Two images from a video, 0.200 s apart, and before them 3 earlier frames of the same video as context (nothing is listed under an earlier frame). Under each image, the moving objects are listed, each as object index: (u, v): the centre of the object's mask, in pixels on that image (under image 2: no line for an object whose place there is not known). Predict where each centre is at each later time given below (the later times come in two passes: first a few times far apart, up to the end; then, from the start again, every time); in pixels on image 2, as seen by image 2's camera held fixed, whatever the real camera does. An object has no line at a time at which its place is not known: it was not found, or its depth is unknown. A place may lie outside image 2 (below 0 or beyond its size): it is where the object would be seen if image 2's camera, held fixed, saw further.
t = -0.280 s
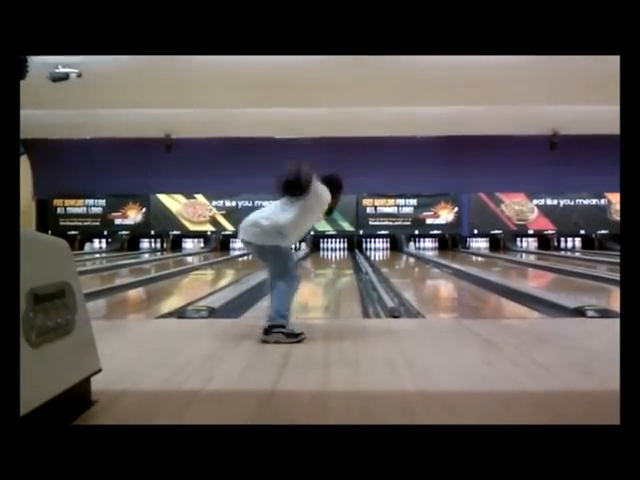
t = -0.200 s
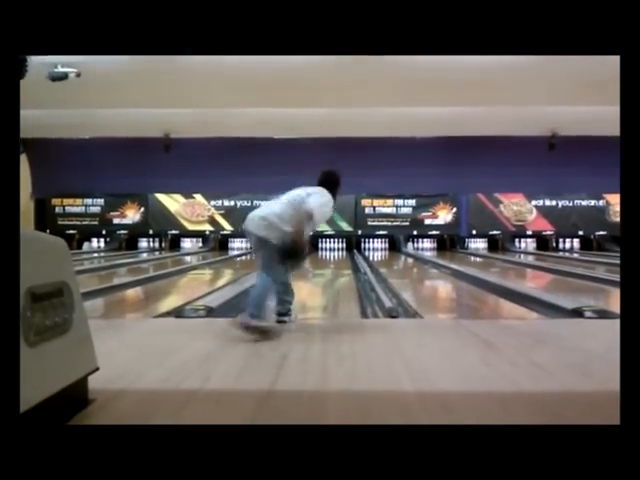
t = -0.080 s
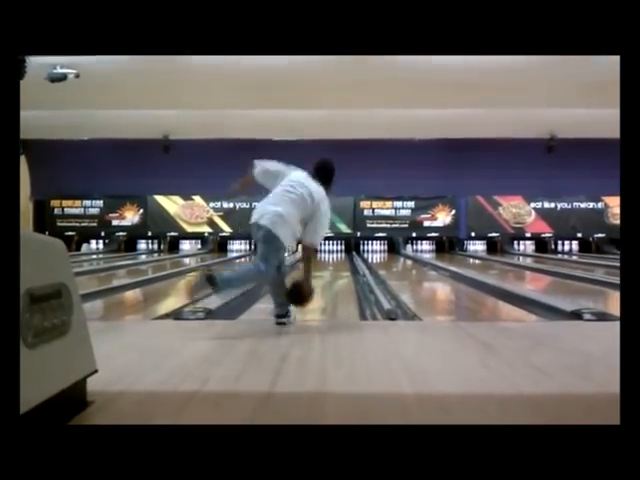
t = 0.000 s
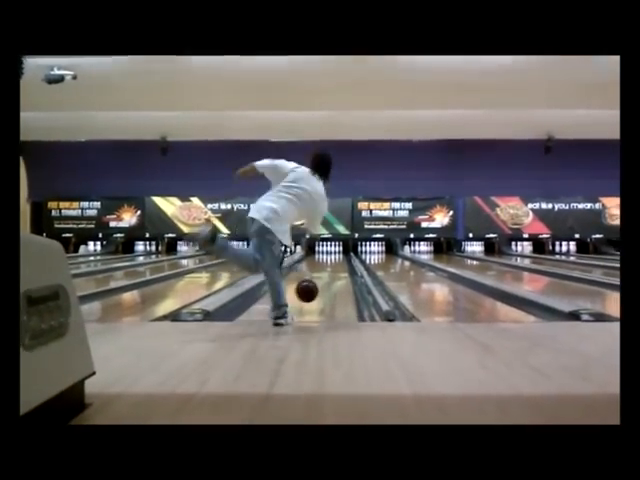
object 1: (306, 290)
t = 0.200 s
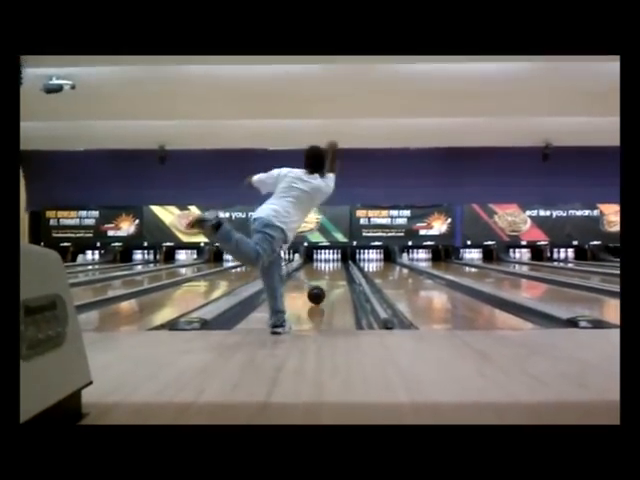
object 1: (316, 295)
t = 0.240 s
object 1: (317, 293)
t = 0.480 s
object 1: (324, 282)
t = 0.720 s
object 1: (328, 275)
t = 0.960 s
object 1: (330, 271)
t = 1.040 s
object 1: (331, 269)
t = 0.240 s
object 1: (317, 293)
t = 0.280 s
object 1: (318, 291)
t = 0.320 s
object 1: (320, 289)
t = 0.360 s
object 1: (321, 288)
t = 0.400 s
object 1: (322, 285)
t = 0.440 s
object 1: (323, 283)
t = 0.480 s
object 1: (324, 282)
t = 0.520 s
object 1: (325, 281)
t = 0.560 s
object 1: (325, 280)
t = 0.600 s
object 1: (327, 278)
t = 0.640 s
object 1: (327, 277)
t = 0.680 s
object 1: (328, 276)
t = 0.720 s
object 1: (328, 275)
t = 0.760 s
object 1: (329, 274)
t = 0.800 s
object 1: (330, 273)
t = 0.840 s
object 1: (330, 272)
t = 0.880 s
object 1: (330, 271)
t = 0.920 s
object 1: (330, 271)
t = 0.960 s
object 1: (330, 271)
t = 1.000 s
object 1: (331, 270)
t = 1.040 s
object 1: (331, 269)
